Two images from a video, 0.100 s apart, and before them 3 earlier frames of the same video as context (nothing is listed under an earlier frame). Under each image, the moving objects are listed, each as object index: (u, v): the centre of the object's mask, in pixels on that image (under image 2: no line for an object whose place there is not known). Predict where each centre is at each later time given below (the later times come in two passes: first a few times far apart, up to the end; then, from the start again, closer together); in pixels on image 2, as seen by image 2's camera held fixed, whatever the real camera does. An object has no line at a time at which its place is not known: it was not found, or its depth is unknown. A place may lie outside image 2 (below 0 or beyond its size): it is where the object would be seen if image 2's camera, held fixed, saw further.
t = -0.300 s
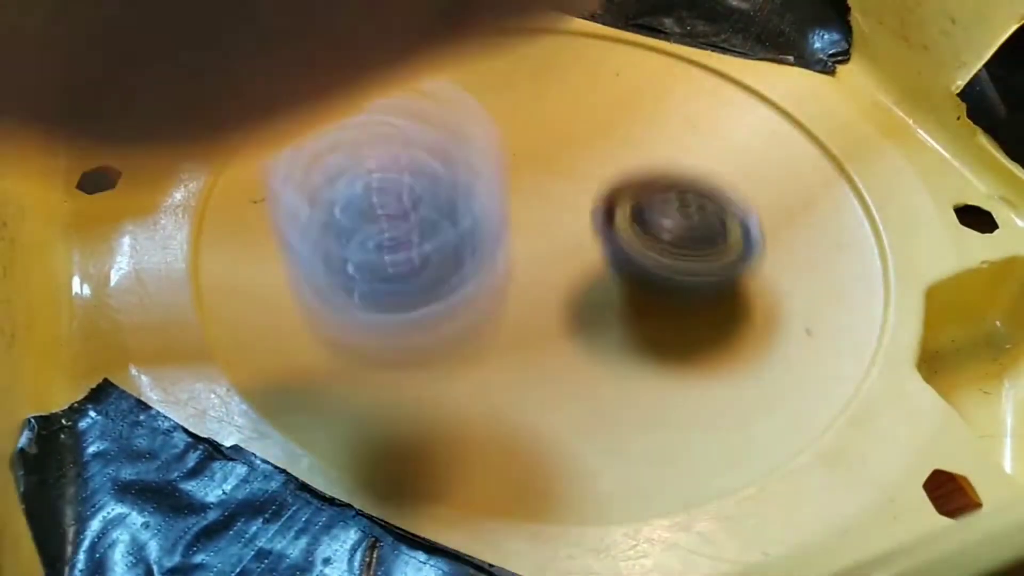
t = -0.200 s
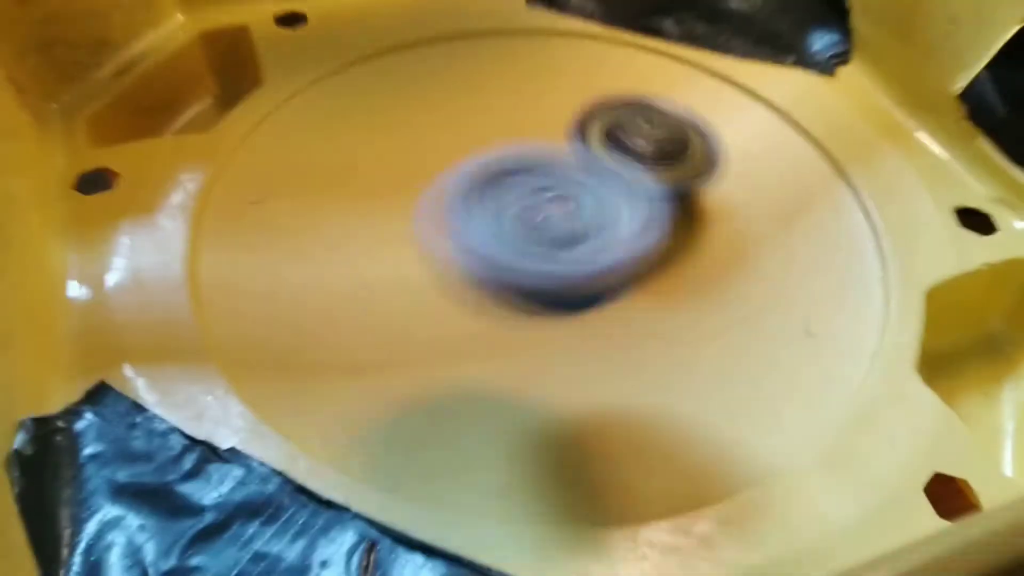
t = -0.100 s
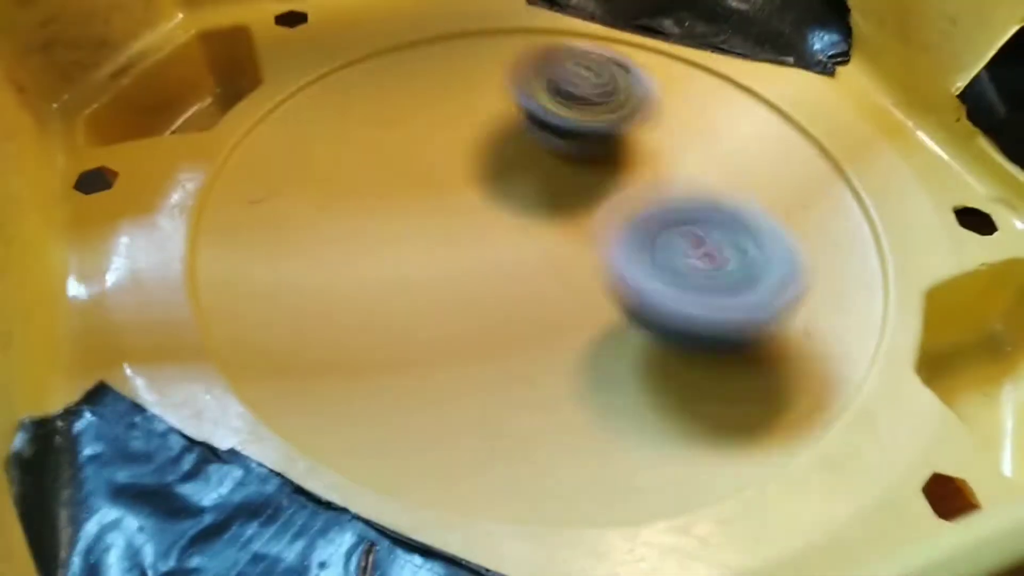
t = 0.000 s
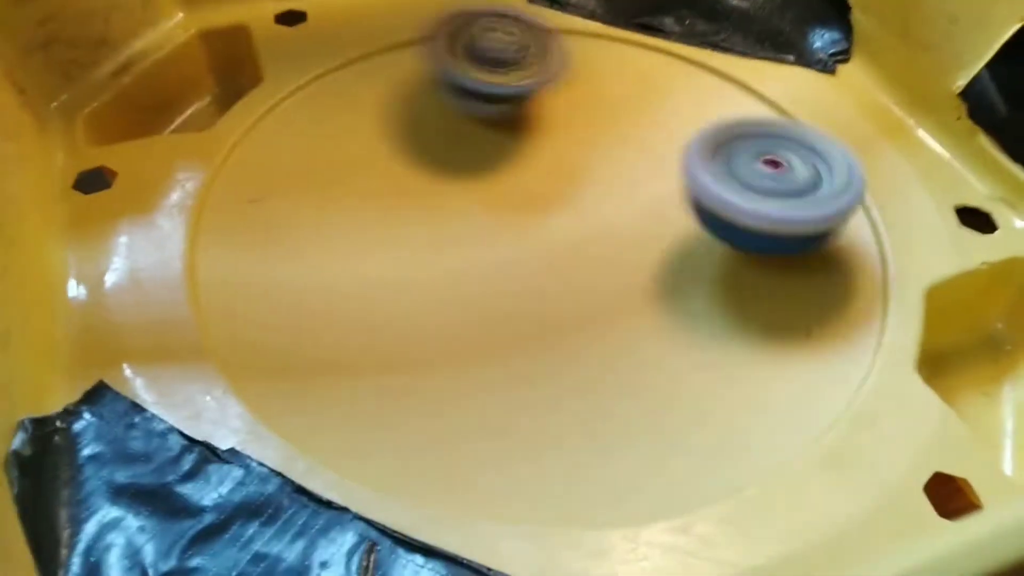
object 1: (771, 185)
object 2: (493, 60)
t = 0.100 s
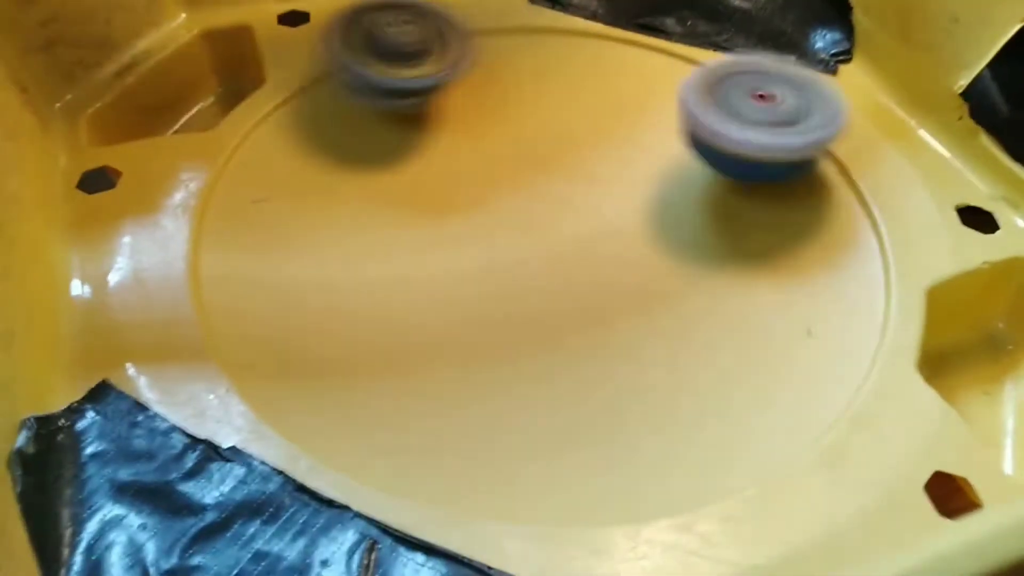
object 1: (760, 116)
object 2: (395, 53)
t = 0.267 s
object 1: (624, 57)
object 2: (264, 134)
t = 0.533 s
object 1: (363, 170)
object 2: (494, 328)
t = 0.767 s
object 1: (477, 362)
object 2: (753, 225)
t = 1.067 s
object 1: (784, 157)
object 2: (654, 38)
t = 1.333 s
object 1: (528, 31)
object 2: (405, 94)
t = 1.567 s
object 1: (249, 146)
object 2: (432, 293)
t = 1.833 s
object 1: (679, 449)
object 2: (803, 329)
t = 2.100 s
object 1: (778, 192)
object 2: (715, 23)
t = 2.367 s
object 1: (383, 134)
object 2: (496, 25)
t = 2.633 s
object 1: (229, 394)
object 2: (381, 133)
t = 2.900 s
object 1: (613, 440)
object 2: (600, 284)
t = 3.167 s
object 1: (762, 290)
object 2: (766, 32)
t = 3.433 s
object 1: (471, 159)
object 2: (684, 18)
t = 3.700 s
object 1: (233, 306)
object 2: (541, 127)
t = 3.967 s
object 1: (774, 385)
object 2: (507, 210)
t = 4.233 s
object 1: (793, 155)
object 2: (418, 104)
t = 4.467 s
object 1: (575, 41)
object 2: (321, 169)
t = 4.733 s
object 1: (314, 64)
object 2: (502, 271)
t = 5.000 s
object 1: (386, 270)
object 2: (679, 200)
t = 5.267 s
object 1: (688, 284)
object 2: (652, 98)
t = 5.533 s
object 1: (755, 184)
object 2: (500, 134)
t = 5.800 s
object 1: (604, 127)
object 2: (520, 279)
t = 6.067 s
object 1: (435, 200)
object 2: (708, 328)
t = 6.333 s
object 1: (423, 322)
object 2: (713, 216)
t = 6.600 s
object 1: (614, 317)
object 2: (514, 185)
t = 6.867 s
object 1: (621, 175)
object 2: (369, 255)
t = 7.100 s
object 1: (516, 98)
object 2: (443, 345)
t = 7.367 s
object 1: (392, 135)
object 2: (599, 260)
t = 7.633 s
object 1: (513, 264)
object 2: (553, 134)
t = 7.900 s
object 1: (710, 254)
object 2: (420, 109)
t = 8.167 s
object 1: (709, 156)
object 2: (434, 221)
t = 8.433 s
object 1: (521, 140)
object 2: (623, 272)
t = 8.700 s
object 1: (395, 217)
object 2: (750, 211)
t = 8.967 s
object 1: (486, 319)
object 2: (628, 154)
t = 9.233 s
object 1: (671, 266)
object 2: (463, 197)
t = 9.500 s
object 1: (675, 153)
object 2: (369, 265)
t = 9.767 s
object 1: (505, 132)
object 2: (488, 321)
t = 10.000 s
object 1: (403, 214)
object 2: (590, 238)
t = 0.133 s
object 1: (741, 90)
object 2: (362, 59)
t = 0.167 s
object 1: (721, 81)
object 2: (330, 69)
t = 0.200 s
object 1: (692, 62)
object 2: (301, 85)
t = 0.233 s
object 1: (662, 56)
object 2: (281, 106)
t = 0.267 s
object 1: (624, 57)
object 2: (264, 134)
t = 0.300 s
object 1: (590, 53)
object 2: (260, 165)
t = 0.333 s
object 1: (549, 71)
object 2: (264, 196)
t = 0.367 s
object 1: (510, 69)
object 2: (278, 227)
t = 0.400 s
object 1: (472, 88)
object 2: (308, 260)
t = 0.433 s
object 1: (436, 101)
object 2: (347, 286)
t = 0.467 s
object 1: (406, 119)
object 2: (394, 308)
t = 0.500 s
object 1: (382, 140)
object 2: (441, 320)
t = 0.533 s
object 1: (363, 170)
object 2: (494, 328)
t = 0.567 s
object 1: (347, 199)
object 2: (548, 329)
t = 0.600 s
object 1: (343, 233)
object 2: (598, 323)
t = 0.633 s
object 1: (348, 268)
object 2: (642, 311)
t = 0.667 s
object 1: (366, 300)
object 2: (681, 294)
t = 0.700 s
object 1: (394, 327)
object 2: (712, 274)
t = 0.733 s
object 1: (433, 347)
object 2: (737, 250)
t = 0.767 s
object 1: (477, 362)
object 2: (753, 225)
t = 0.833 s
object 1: (593, 364)
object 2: (769, 172)
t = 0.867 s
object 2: (767, 146)
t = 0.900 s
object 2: (759, 121)
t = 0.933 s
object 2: (748, 96)
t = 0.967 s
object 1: (769, 264)
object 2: (730, 75)
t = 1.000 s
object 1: (784, 223)
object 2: (707, 57)
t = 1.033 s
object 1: (790, 194)
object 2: (682, 46)
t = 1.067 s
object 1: (784, 157)
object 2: (654, 38)
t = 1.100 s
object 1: (772, 132)
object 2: (623, 36)
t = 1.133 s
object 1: (750, 94)
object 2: (584, 34)
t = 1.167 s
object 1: (721, 66)
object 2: (549, 34)
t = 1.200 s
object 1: (689, 46)
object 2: (513, 39)
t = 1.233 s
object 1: (655, 36)
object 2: (481, 43)
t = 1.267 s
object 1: (616, 31)
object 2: (454, 53)
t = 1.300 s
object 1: (578, 26)
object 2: (429, 69)
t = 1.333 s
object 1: (528, 31)
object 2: (405, 94)
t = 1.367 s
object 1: (481, 32)
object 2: (388, 116)
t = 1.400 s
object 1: (432, 39)
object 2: (377, 145)
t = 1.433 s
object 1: (385, 47)
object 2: (372, 175)
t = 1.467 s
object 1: (335, 67)
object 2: (375, 207)
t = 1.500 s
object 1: (298, 84)
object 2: (387, 237)
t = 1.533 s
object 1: (267, 120)
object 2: (410, 269)
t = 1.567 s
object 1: (249, 146)
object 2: (432, 293)
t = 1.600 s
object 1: (237, 187)
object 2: (465, 319)
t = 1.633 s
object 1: (234, 248)
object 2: (505, 339)
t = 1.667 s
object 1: (252, 312)
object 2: (552, 355)
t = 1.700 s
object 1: (298, 361)
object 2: (599, 366)
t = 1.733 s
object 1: (376, 408)
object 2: (650, 371)
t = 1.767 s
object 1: (473, 442)
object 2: (697, 370)
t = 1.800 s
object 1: (589, 453)
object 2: (751, 356)
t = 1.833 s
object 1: (679, 449)
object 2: (803, 329)
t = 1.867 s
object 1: (734, 427)
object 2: (859, 295)
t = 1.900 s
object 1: (777, 389)
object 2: (885, 257)
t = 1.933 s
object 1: (809, 337)
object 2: (874, 215)
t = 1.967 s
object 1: (828, 293)
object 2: (848, 174)
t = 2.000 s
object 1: (825, 257)
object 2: (831, 133)
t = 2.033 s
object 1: (818, 239)
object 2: (802, 76)
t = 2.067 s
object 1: (799, 212)
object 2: (750, 37)
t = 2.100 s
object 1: (778, 192)
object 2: (715, 23)
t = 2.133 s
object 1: (750, 173)
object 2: (667, 11)
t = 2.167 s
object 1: (714, 152)
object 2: (616, 7)
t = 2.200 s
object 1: (670, 133)
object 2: (587, 4)
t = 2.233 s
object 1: (617, 118)
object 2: (568, 6)
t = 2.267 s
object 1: (566, 107)
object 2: (546, 13)
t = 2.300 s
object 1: (514, 104)
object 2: (523, 19)
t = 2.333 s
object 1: (455, 111)
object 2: (507, 20)
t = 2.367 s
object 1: (383, 134)
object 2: (496, 25)
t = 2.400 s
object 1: (307, 154)
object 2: (485, 27)
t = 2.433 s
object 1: (248, 181)
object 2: (470, 31)
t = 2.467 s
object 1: (190, 199)
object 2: (454, 39)
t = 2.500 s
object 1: (136, 232)
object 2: (436, 50)
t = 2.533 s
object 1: (117, 274)
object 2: (418, 66)
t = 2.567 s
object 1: (138, 293)
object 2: (403, 88)
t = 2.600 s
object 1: (182, 350)
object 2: (389, 110)
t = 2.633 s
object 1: (229, 394)
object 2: (381, 133)
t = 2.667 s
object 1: (284, 434)
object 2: (379, 159)
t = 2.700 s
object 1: (317, 463)
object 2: (386, 186)
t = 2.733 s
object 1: (354, 470)
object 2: (403, 215)
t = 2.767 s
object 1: (396, 471)
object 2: (431, 241)
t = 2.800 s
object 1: (446, 467)
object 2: (469, 263)
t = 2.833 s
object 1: (503, 464)
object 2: (512, 280)
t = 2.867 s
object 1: (561, 455)
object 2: (558, 284)
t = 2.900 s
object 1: (613, 440)
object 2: (600, 284)
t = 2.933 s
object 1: (664, 422)
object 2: (650, 270)
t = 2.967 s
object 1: (697, 430)
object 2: (701, 225)
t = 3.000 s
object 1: (723, 422)
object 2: (746, 187)
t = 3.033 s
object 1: (740, 402)
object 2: (777, 135)
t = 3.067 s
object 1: (756, 378)
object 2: (797, 93)
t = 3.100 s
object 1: (767, 345)
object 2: (794, 53)
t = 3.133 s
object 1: (770, 317)
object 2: (781, 39)
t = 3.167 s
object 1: (762, 290)
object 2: (766, 32)
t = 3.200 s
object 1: (747, 263)
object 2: (754, 25)
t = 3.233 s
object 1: (723, 241)
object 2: (742, 22)
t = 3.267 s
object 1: (692, 221)
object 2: (729, 19)
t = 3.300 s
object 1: (650, 199)
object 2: (720, 16)
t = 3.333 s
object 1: (611, 184)
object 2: (711, 14)
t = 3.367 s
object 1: (564, 170)
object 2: (702, 15)
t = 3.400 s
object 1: (515, 162)
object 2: (692, 15)
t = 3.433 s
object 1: (471, 159)
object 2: (684, 18)
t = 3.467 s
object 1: (422, 157)
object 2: (681, 20)
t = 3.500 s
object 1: (377, 162)
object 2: (677, 25)
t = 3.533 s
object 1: (336, 170)
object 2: (665, 31)
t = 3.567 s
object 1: (296, 186)
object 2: (644, 42)
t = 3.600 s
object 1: (264, 207)
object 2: (620, 58)
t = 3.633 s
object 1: (239, 233)
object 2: (591, 84)
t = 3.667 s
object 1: (225, 269)
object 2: (564, 106)
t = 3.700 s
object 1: (233, 306)
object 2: (541, 127)
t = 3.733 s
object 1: (277, 339)
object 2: (523, 150)
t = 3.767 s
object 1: (326, 367)
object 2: (512, 171)
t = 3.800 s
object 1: (396, 390)
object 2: (506, 193)
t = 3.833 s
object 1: (474, 395)
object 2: (507, 217)
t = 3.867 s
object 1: (547, 391)
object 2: (511, 237)
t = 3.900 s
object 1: (608, 373)
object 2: (518, 251)
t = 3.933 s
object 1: (699, 381)
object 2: (519, 240)
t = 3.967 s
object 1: (774, 385)
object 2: (507, 210)
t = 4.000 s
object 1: (839, 372)
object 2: (499, 177)
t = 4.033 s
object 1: (880, 350)
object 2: (490, 156)
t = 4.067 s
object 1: (893, 319)
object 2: (483, 138)
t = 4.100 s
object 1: (893, 283)
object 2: (474, 123)
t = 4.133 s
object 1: (874, 248)
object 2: (464, 113)
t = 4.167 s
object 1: (851, 214)
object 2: (451, 107)
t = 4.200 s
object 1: (822, 182)
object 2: (435, 105)
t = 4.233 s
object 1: (793, 155)
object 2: (418, 104)
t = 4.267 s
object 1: (762, 129)
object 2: (400, 106)
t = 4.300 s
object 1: (730, 103)
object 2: (381, 110)
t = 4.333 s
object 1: (699, 82)
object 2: (364, 116)
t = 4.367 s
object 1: (669, 67)
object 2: (348, 125)
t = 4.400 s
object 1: (640, 55)
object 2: (333, 137)
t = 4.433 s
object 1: (608, 46)
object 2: (324, 152)
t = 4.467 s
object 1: (575, 41)
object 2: (321, 169)
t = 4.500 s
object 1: (542, 37)
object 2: (324, 189)
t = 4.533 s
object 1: (509, 35)
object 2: (335, 209)
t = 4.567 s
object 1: (474, 34)
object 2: (354, 227)
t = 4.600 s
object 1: (439, 34)
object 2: (379, 242)
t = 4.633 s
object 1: (403, 37)
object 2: (406, 254)
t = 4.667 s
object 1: (370, 42)
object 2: (437, 264)
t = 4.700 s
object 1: (338, 50)
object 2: (470, 270)
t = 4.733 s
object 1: (314, 64)
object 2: (502, 271)
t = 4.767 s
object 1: (296, 89)
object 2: (534, 271)
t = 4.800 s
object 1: (285, 116)
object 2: (563, 266)
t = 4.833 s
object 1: (282, 147)
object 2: (590, 260)
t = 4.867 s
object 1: (289, 175)
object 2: (614, 251)
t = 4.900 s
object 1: (301, 204)
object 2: (635, 239)
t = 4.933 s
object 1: (323, 230)
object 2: (653, 228)
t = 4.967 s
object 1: (351, 252)
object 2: (667, 214)
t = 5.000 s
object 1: (386, 270)
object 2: (679, 200)
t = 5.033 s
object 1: (424, 285)
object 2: (687, 185)
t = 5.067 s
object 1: (462, 295)
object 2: (692, 172)
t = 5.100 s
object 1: (508, 304)
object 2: (693, 157)
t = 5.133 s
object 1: (556, 306)
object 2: (692, 144)
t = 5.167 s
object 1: (597, 305)
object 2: (687, 131)
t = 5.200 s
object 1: (633, 301)
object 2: (678, 117)
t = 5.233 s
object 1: (663, 293)
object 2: (667, 107)
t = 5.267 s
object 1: (688, 284)
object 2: (652, 98)
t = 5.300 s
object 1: (709, 273)
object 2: (635, 91)
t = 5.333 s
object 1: (726, 261)
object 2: (615, 87)
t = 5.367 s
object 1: (739, 249)
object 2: (593, 87)
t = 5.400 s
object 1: (749, 236)
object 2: (571, 90)
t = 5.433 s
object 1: (754, 223)
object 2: (550, 97)
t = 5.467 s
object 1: (758, 210)
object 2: (530, 107)
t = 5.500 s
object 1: (758, 197)
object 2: (513, 119)
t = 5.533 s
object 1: (755, 184)
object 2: (500, 134)
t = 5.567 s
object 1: (749, 171)
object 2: (490, 151)
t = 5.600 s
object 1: (738, 159)
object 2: (483, 169)
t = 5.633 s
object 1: (723, 148)
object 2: (480, 187)
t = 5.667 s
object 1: (704, 139)
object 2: (480, 207)
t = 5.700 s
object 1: (680, 132)
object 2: (485, 225)
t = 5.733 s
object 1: (655, 127)
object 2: (492, 244)
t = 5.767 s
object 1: (630, 125)
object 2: (505, 262)
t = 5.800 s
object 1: (604, 127)
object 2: (520, 279)
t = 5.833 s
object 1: (578, 130)
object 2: (536, 292)
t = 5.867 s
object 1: (553, 136)
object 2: (558, 306)
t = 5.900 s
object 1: (529, 142)
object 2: (581, 317)
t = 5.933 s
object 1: (507, 151)
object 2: (605, 326)
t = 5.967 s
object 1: (486, 160)
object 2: (632, 332)
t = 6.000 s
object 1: (467, 172)
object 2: (658, 334)
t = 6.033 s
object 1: (450, 186)
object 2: (685, 333)
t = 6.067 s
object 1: (435, 200)
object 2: (708, 328)
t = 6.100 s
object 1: (423, 214)
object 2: (730, 318)
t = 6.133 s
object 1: (413, 229)
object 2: (745, 304)
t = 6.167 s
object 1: (406, 244)
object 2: (755, 291)
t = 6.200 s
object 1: (401, 260)
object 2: (758, 276)
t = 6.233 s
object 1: (401, 277)
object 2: (755, 259)
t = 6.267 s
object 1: (404, 293)
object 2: (746, 243)
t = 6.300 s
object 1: (411, 308)
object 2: (731, 228)
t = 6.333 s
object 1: (423, 322)
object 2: (713, 216)
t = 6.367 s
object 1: (439, 335)
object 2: (691, 204)
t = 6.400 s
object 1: (461, 345)
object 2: (667, 196)
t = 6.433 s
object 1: (486, 352)
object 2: (641, 190)
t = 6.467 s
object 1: (515, 353)
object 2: (615, 185)
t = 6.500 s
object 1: (545, 350)
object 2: (589, 183)
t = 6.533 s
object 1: (571, 343)
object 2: (564, 183)
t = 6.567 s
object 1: (594, 331)
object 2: (539, 183)
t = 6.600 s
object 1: (614, 317)
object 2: (514, 185)
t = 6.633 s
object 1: (629, 301)
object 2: (490, 190)
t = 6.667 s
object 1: (639, 283)
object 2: (468, 194)
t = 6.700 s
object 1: (643, 263)
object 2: (447, 201)
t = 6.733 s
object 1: (645, 245)
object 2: (426, 209)
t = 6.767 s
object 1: (643, 227)
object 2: (409, 219)
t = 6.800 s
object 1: (638, 209)
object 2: (392, 229)
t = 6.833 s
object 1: (630, 191)
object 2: (378, 241)
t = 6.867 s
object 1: (621, 175)
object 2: (369, 255)
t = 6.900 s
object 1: (609, 161)
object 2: (362, 270)
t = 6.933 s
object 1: (595, 147)
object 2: (361, 285)
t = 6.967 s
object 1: (581, 134)
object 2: (366, 297)
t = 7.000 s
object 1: (566, 123)
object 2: (375, 316)
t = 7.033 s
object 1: (550, 113)
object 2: (393, 328)
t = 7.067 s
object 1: (534, 105)
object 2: (416, 339)
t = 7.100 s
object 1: (516, 98)
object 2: (443, 345)
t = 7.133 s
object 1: (498, 94)
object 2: (471, 346)
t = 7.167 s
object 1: (479, 92)
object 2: (500, 343)
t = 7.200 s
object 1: (461, 91)
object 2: (527, 335)
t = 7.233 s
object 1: (443, 94)
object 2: (549, 324)
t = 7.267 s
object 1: (426, 100)
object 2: (567, 310)
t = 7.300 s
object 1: (411, 108)
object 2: (582, 294)
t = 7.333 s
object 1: (399, 120)
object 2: (592, 277)
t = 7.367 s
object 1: (392, 135)
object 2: (599, 260)
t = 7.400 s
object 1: (389, 153)
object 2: (601, 243)
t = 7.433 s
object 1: (392, 172)
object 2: (602, 226)
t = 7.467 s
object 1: (400, 190)
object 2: (598, 210)
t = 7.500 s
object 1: (415, 208)
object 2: (593, 194)
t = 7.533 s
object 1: (435, 227)
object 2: (586, 178)
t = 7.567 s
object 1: (460, 242)
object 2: (577, 160)
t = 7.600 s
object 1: (487, 256)
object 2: (565, 146)
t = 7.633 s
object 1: (513, 264)
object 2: (553, 134)
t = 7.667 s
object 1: (540, 272)
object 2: (538, 127)
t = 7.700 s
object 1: (569, 277)
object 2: (523, 121)
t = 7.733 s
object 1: (596, 279)
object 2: (507, 112)
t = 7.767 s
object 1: (624, 278)
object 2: (490, 107)
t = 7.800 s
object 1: (649, 275)
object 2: (473, 104)
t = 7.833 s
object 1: (672, 269)
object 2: (454, 102)
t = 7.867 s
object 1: (692, 262)
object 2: (437, 104)
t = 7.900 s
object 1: (710, 254)
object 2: (420, 109)
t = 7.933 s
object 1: (724, 243)
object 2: (406, 118)
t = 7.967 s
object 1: (735, 232)
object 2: (395, 130)
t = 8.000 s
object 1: (742, 220)
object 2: (389, 144)
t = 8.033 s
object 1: (745, 206)
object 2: (388, 159)
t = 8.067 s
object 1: (744, 192)
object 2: (393, 175)
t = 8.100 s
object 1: (737, 178)
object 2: (402, 191)
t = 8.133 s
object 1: (725, 166)
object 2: (416, 207)
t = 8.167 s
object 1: (709, 156)
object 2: (434, 221)
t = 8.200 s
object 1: (689, 148)
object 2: (456, 233)
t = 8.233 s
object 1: (666, 141)
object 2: (480, 243)
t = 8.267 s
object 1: (641, 137)
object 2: (507, 251)
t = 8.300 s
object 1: (615, 135)
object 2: (534, 255)
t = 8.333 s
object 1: (590, 134)
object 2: (557, 258)
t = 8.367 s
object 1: (565, 134)
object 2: (578, 265)
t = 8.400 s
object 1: (544, 137)
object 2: (600, 270)
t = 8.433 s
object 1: (521, 140)
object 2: (623, 272)
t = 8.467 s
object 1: (500, 144)
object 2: (648, 271)
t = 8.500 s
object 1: (479, 151)
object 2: (671, 268)
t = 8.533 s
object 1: (460, 159)
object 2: (692, 262)
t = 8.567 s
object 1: (442, 168)
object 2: (710, 255)
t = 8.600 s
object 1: (426, 178)
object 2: (725, 246)
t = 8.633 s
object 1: (413, 190)
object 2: (737, 235)
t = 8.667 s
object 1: (403, 203)
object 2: (746, 224)
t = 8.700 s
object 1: (395, 217)
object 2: (750, 211)
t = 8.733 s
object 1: (391, 232)
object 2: (749, 197)
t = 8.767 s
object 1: (391, 247)
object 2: (742, 185)
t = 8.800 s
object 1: (395, 263)
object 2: (731, 174)
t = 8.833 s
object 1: (404, 279)
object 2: (714, 165)
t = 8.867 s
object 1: (418, 293)
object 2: (694, 159)
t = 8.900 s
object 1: (437, 305)
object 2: (673, 155)
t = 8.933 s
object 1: (460, 314)
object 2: (650, 153)
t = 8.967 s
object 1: (486, 319)
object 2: (628, 154)
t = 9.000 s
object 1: (513, 320)
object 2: (605, 157)
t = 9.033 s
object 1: (540, 317)
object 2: (582, 162)
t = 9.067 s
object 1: (565, 312)
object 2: (562, 167)
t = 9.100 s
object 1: (588, 304)
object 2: (544, 171)
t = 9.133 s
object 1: (608, 294)
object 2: (525, 182)
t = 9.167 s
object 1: (627, 282)
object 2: (506, 193)
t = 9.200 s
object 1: (652, 277)
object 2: (484, 195)
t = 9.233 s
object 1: (671, 266)
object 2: (463, 197)
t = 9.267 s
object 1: (688, 254)
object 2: (445, 201)
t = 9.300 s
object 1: (698, 240)
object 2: (428, 207)
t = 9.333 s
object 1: (705, 226)
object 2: (413, 215)
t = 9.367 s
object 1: (708, 210)
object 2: (400, 224)
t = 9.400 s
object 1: (706, 195)
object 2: (389, 232)
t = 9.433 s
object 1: (700, 180)
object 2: (380, 242)
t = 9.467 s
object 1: (689, 166)
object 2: (373, 253)
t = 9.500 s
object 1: (675, 153)
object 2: (369, 265)
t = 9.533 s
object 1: (657, 142)
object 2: (369, 277)
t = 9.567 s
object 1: (638, 134)
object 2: (374, 289)
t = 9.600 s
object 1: (616, 128)
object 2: (383, 300)
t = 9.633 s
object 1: (595, 124)
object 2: (398, 311)
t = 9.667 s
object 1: (572, 123)
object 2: (417, 318)
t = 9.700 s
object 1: (549, 123)
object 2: (439, 323)
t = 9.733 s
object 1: (526, 127)
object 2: (463, 324)
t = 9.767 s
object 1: (505, 132)
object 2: (488, 321)
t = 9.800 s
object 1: (484, 139)
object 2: (511, 314)
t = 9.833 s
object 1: (465, 149)
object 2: (530, 305)
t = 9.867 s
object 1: (448, 160)
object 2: (547, 293)
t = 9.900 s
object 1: (433, 171)
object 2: (561, 280)
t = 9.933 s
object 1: (421, 185)
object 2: (574, 266)
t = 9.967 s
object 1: (411, 200)
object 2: (583, 253)
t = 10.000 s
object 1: (403, 214)
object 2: (590, 238)
